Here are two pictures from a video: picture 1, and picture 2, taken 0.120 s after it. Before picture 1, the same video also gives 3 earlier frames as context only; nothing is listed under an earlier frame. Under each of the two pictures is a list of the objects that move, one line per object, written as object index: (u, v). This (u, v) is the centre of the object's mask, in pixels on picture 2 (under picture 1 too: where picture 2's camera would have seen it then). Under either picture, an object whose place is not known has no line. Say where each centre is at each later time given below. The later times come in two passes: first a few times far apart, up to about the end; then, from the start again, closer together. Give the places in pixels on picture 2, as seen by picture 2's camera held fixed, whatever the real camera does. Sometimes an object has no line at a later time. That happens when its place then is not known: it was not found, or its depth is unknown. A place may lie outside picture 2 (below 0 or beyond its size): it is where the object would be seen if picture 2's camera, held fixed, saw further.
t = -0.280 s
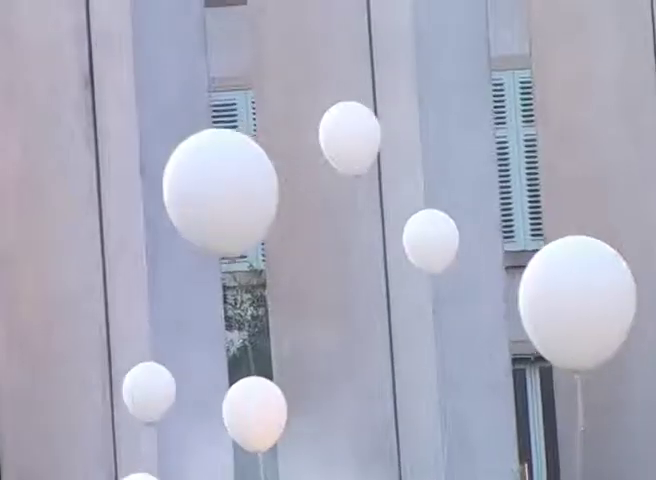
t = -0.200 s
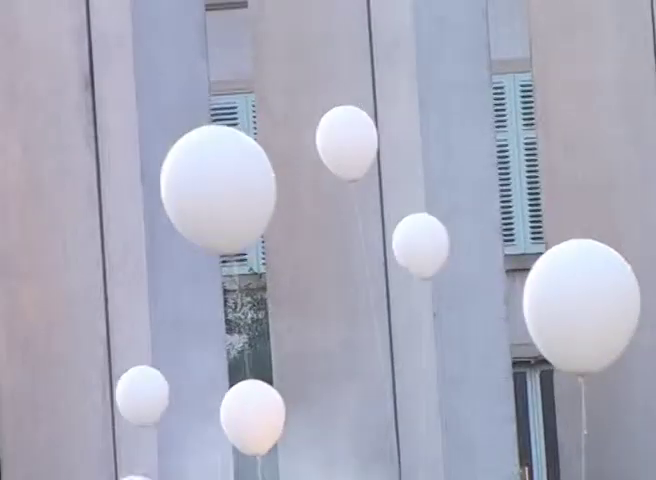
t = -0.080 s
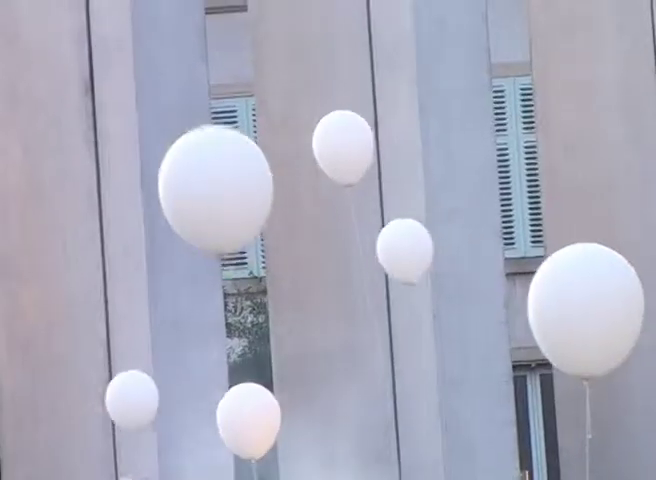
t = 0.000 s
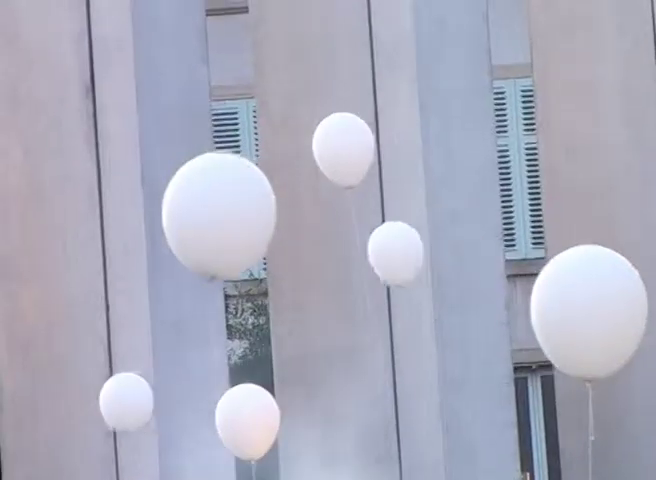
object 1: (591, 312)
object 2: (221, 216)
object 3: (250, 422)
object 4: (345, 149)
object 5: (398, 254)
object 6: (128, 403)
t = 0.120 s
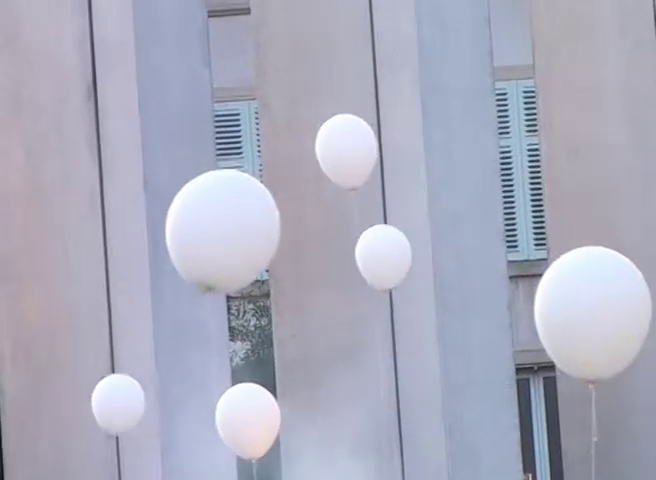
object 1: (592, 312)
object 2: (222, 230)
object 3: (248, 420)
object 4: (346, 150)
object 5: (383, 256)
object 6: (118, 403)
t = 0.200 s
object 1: (592, 312)
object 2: (223, 226)
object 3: (248, 419)
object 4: (348, 150)
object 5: (375, 258)
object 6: (111, 403)
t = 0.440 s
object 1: (589, 313)
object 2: (222, 204)
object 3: (259, 415)
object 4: (364, 149)
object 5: (357, 262)
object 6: (95, 403)
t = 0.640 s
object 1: (581, 313)
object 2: (231, 228)
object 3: (277, 414)
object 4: (387, 148)
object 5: (349, 264)
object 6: (86, 400)
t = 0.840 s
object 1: (571, 314)
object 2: (236, 195)
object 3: (296, 414)
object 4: (415, 149)
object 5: (348, 265)
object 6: (84, 396)
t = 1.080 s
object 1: (553, 312)
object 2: (244, 241)
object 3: (318, 417)
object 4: (451, 151)
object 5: (353, 264)
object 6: (90, 391)
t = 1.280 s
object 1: (535, 315)
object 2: (246, 210)
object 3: (333, 419)
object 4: (478, 155)
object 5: (360, 263)
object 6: (104, 387)
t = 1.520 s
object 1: (515, 316)
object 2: (248, 249)
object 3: (351, 421)
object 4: (504, 159)
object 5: (368, 260)
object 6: (123, 384)
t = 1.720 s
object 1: (500, 318)
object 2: (245, 223)
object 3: (362, 420)
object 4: (520, 162)
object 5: (372, 258)
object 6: (140, 383)
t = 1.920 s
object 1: (493, 318)
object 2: (245, 239)
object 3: (366, 419)
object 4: (528, 163)
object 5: (374, 256)
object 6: (154, 382)
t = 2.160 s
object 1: (493, 320)
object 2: (239, 220)
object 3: (360, 419)
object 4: (527, 164)
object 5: (371, 255)
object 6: (165, 381)
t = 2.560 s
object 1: (515, 318)
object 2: (232, 224)
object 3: (326, 428)
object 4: (501, 163)
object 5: (352, 254)
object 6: (168, 380)
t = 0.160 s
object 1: (592, 312)
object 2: (222, 229)
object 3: (248, 419)
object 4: (347, 150)
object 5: (379, 257)
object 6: (114, 403)
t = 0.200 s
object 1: (592, 312)
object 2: (223, 226)
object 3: (248, 419)
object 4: (348, 150)
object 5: (375, 258)
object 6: (111, 403)
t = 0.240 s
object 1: (593, 312)
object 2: (223, 220)
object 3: (249, 418)
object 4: (350, 150)
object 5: (371, 258)
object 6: (109, 403)
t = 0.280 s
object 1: (592, 312)
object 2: (222, 211)
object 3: (250, 417)
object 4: (352, 150)
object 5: (367, 259)
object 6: (105, 403)
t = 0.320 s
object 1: (592, 312)
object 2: (221, 200)
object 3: (252, 417)
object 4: (355, 150)
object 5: (364, 260)
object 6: (103, 403)
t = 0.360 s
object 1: (590, 313)
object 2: (220, 189)
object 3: (254, 416)
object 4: (358, 149)
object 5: (361, 261)
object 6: (100, 403)
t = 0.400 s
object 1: (590, 313)
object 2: (220, 193)
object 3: (256, 416)
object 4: (361, 149)
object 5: (359, 261)
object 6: (98, 403)
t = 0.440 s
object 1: (589, 313)
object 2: (222, 204)
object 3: (259, 415)
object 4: (364, 149)
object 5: (357, 262)
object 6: (95, 403)
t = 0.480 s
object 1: (587, 313)
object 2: (224, 214)
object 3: (263, 415)
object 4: (369, 148)
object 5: (354, 263)
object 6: (94, 402)
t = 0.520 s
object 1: (587, 315)
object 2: (226, 224)
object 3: (266, 415)
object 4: (373, 149)
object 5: (352, 263)
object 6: (92, 402)
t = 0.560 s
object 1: (585, 313)
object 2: (229, 227)
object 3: (270, 414)
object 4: (378, 149)
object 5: (351, 263)
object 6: (90, 401)
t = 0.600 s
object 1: (583, 313)
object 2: (230, 229)
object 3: (273, 414)
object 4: (382, 148)
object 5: (350, 263)
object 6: (88, 401)
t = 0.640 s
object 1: (581, 313)
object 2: (231, 228)
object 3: (277, 414)
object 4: (387, 148)
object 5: (349, 264)
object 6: (86, 400)
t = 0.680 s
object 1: (579, 313)
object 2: (232, 224)
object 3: (281, 414)
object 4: (393, 148)
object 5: (348, 264)
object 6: (85, 400)
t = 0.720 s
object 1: (577, 313)
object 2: (233, 218)
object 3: (285, 414)
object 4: (398, 148)
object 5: (348, 265)
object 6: (85, 399)
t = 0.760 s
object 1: (575, 312)
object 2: (234, 208)
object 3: (289, 414)
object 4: (404, 148)
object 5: (348, 265)
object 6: (84, 398)
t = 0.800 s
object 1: (573, 313)
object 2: (235, 199)
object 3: (293, 414)
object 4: (410, 148)
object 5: (348, 265)
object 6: (84, 397)
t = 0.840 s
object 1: (571, 314)
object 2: (236, 195)
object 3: (296, 414)
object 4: (415, 149)
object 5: (348, 265)
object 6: (84, 396)
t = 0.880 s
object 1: (568, 314)
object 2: (238, 206)
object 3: (300, 414)
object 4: (421, 149)
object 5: (349, 265)
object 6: (84, 395)
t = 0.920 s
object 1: (565, 314)
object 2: (240, 218)
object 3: (304, 415)
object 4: (427, 149)
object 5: (349, 265)
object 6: (85, 394)
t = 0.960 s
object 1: (563, 313)
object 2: (241, 229)
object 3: (308, 415)
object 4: (433, 150)
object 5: (350, 265)
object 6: (86, 394)
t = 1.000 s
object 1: (560, 312)
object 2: (243, 236)
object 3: (311, 416)
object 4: (439, 150)
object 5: (351, 265)
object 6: (87, 393)
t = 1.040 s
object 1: (556, 312)
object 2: (244, 240)
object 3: (315, 417)
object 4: (445, 151)
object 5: (352, 264)
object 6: (89, 392)
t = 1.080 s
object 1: (553, 312)
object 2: (244, 241)
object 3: (318, 417)
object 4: (451, 151)
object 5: (353, 264)
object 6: (90, 391)
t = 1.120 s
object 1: (549, 313)
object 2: (245, 240)
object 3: (321, 417)
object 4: (457, 152)
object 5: (354, 264)
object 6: (92, 390)
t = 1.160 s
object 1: (546, 313)
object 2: (246, 236)
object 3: (324, 418)
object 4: (462, 152)
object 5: (356, 263)
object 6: (95, 389)
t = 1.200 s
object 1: (542, 314)
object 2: (246, 231)
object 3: (327, 418)
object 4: (468, 153)
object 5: (357, 263)
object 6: (98, 388)
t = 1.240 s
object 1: (538, 313)
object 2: (246, 220)
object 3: (330, 419)
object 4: (473, 154)
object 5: (358, 263)
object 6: (100, 387)
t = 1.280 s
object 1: (535, 315)
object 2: (246, 210)
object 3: (333, 419)
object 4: (478, 155)
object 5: (360, 263)
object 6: (104, 387)
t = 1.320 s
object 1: (531, 315)
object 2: (245, 210)
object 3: (336, 420)
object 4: (483, 156)
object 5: (361, 262)
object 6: (107, 386)
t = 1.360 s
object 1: (527, 316)
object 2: (245, 223)
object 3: (340, 420)
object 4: (488, 157)
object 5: (362, 262)
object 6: (110, 386)
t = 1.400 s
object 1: (525, 316)
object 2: (247, 233)
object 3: (343, 420)
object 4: (493, 157)
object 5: (364, 262)
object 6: (114, 386)
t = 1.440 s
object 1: (521, 315)
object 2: (247, 241)
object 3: (346, 420)
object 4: (497, 158)
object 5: (365, 261)
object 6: (117, 385)
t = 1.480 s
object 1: (518, 315)
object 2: (247, 247)
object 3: (348, 421)
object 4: (501, 159)
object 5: (366, 261)
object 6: (121, 384)
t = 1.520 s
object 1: (515, 316)
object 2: (248, 249)
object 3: (351, 421)
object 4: (504, 159)
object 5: (368, 260)
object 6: (123, 384)
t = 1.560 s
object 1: (512, 316)
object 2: (248, 249)
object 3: (354, 420)
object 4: (508, 159)
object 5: (369, 260)
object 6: (128, 383)
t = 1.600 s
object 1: (509, 317)
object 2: (247, 247)
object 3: (356, 421)
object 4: (512, 161)
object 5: (370, 259)
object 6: (131, 384)
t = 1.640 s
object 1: (506, 317)
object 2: (247, 241)
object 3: (358, 420)
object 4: (515, 161)
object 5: (371, 259)
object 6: (134, 383)
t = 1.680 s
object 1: (502, 317)
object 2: (246, 233)
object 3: (360, 420)
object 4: (518, 162)
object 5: (372, 259)
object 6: (138, 383)
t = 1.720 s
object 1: (500, 318)
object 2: (245, 223)
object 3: (362, 420)
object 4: (520, 162)
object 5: (372, 258)
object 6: (140, 383)
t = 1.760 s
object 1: (498, 317)
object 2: (245, 213)
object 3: (363, 420)
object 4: (522, 163)
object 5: (373, 258)
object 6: (144, 382)
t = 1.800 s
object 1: (497, 318)
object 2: (246, 215)
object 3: (364, 420)
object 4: (524, 163)
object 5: (373, 258)
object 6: (146, 382)
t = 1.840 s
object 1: (495, 319)
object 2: (246, 223)
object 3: (365, 420)
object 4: (526, 163)
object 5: (374, 257)
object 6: (149, 382)
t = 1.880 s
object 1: (494, 317)
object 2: (246, 233)
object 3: (366, 419)
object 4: (527, 163)
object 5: (374, 257)
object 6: (152, 382)
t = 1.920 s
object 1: (493, 318)
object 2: (245, 239)
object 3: (366, 419)
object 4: (528, 163)
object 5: (374, 256)
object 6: (154, 382)
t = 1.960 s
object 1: (493, 318)
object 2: (245, 242)
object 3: (366, 419)
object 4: (529, 164)
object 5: (374, 256)
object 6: (156, 382)
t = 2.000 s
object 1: (493, 318)
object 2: (244, 243)
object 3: (366, 419)
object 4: (529, 163)
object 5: (374, 256)
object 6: (159, 381)
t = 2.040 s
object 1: (493, 317)
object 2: (243, 241)
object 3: (365, 418)
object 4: (529, 163)
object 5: (373, 255)
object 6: (160, 382)
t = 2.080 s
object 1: (493, 318)
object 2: (242, 236)
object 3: (364, 418)
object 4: (529, 163)
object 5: (373, 255)
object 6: (162, 382)
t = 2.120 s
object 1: (493, 319)
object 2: (240, 230)
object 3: (362, 419)
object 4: (528, 164)
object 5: (372, 255)
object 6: (164, 381)
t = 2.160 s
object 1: (493, 320)
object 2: (239, 220)
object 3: (360, 419)
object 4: (527, 164)
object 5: (371, 255)
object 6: (165, 381)
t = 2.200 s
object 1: (494, 322)
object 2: (237, 210)
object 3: (358, 420)
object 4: (525, 164)
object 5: (370, 255)
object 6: (166, 382)
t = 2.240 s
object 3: (355, 420)
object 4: (524, 164)
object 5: (368, 256)
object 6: (167, 382)
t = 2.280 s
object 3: (352, 421)
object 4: (521, 163)
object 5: (366, 255)
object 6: (168, 381)
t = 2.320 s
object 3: (348, 422)
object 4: (519, 163)
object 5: (364, 255)
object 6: (169, 382)
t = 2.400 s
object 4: (514, 163)
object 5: (360, 255)
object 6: (169, 381)
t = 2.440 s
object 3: (338, 425)
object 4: (511, 163)
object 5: (359, 255)
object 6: (169, 381)
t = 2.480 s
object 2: (233, 239)
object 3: (334, 426)
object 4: (507, 163)
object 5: (356, 254)
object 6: (169, 381)
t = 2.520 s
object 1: (511, 320)
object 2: (232, 233)
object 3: (330, 427)
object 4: (504, 163)
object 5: (354, 254)
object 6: (168, 380)
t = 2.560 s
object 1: (515, 318)
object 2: (232, 224)
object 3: (326, 428)
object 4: (501, 163)
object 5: (352, 254)
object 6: (168, 380)
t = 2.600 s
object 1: (518, 317)
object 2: (230, 212)
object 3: (322, 429)
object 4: (498, 162)
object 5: (350, 254)
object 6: (167, 379)
